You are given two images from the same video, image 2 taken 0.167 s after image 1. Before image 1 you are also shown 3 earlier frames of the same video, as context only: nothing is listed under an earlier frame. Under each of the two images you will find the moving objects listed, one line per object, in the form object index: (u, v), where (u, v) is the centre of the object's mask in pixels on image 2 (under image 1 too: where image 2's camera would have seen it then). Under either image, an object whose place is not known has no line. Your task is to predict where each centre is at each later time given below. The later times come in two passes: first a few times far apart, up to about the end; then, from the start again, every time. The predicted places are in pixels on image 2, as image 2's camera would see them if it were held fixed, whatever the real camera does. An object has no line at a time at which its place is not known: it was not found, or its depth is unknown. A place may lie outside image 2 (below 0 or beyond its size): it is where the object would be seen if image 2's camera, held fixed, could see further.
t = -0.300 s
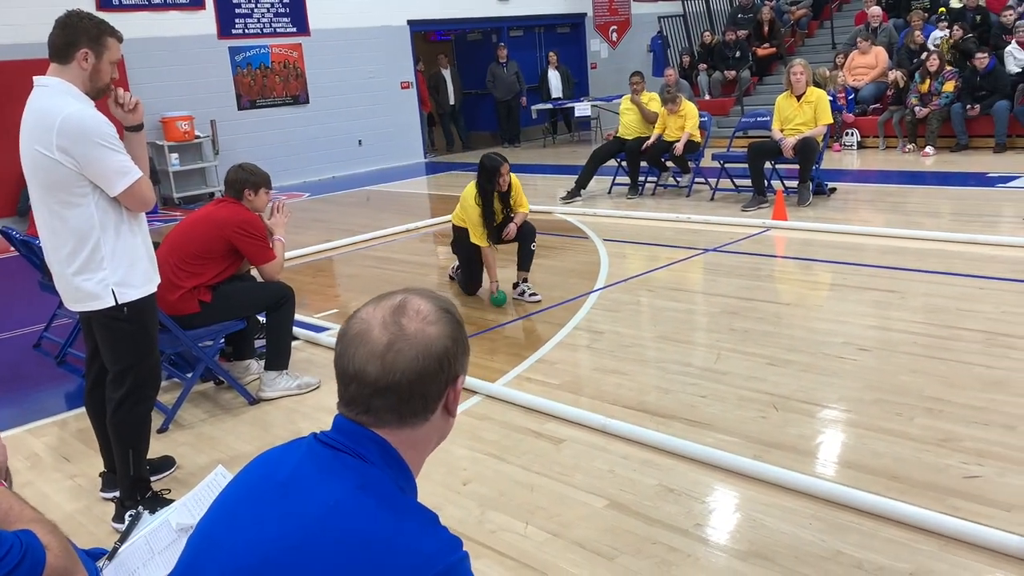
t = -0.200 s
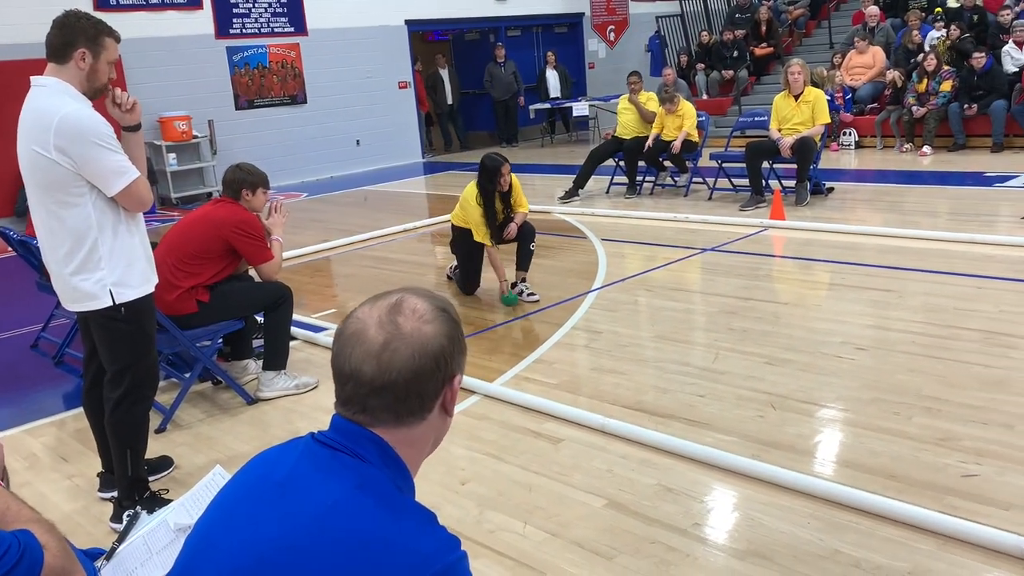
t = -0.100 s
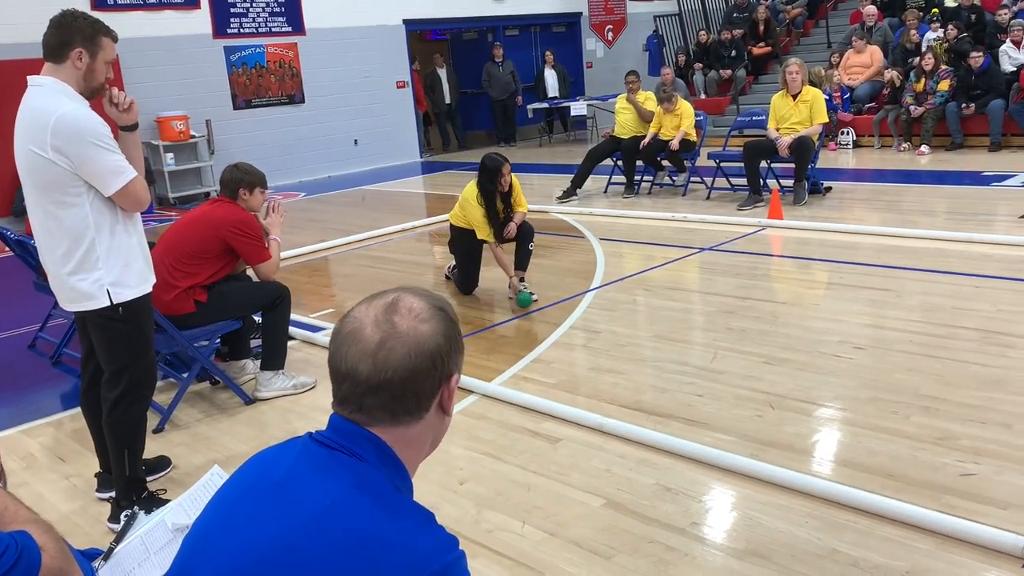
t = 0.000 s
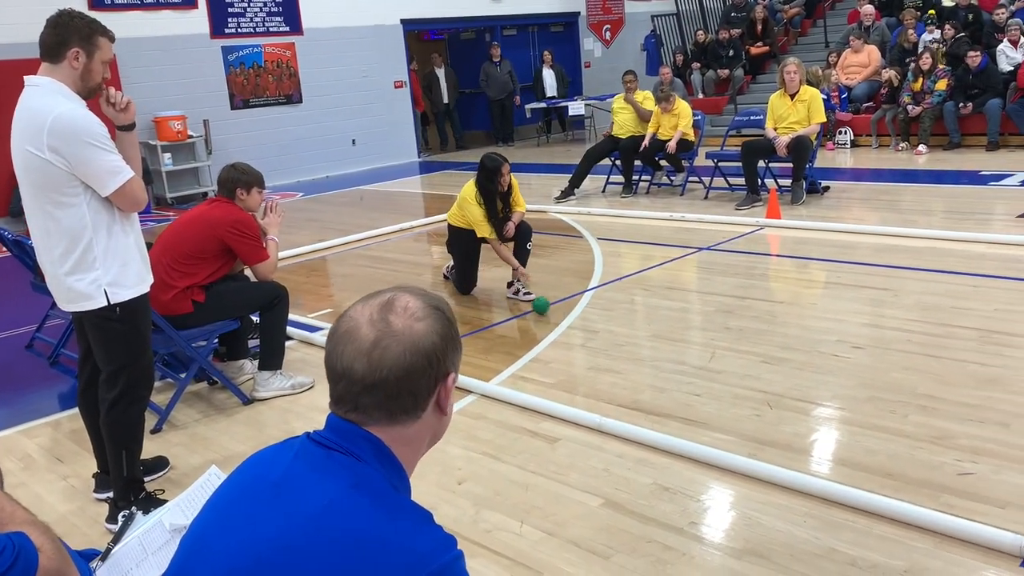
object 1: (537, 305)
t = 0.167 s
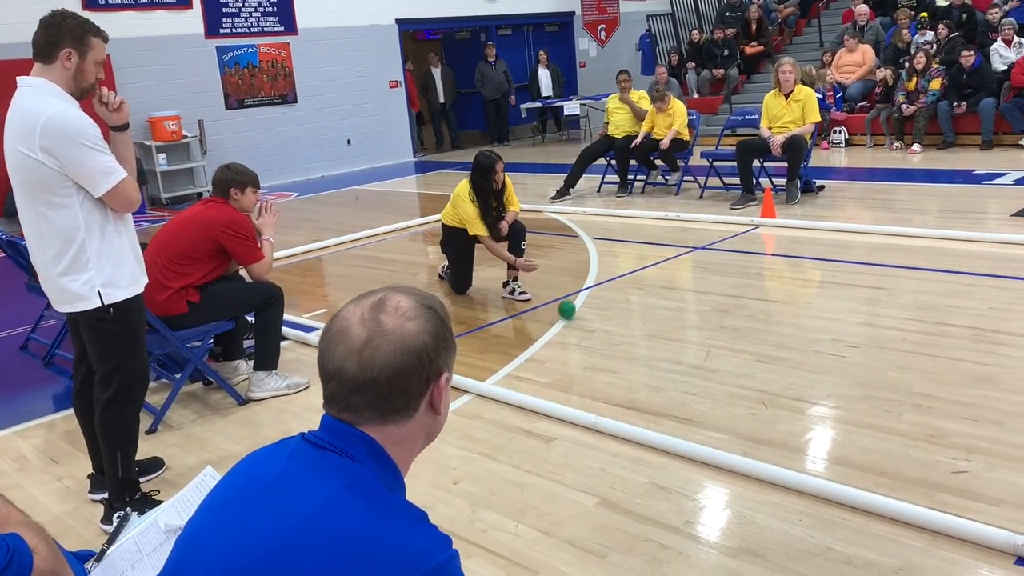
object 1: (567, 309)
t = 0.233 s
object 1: (579, 312)
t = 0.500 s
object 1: (629, 320)
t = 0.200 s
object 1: (573, 310)
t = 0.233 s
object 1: (579, 312)
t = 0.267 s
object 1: (585, 315)
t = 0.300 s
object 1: (591, 314)
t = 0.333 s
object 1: (598, 314)
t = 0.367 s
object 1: (604, 317)
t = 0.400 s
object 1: (610, 319)
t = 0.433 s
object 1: (616, 319)
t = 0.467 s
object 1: (623, 318)
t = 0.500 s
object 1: (629, 320)
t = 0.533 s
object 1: (636, 323)
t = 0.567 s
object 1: (642, 323)
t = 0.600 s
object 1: (648, 323)
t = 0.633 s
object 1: (654, 324)
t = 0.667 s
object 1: (661, 327)
